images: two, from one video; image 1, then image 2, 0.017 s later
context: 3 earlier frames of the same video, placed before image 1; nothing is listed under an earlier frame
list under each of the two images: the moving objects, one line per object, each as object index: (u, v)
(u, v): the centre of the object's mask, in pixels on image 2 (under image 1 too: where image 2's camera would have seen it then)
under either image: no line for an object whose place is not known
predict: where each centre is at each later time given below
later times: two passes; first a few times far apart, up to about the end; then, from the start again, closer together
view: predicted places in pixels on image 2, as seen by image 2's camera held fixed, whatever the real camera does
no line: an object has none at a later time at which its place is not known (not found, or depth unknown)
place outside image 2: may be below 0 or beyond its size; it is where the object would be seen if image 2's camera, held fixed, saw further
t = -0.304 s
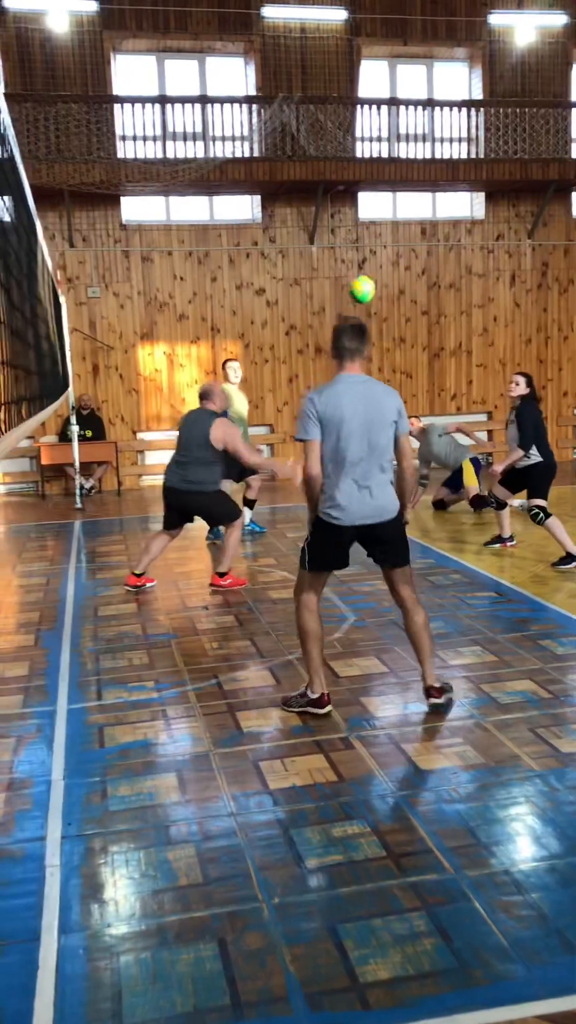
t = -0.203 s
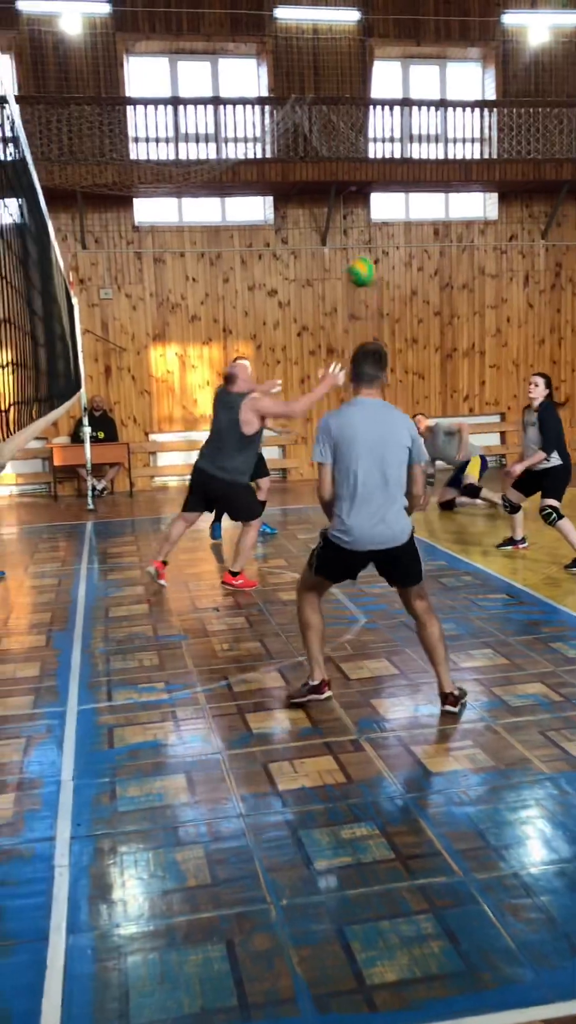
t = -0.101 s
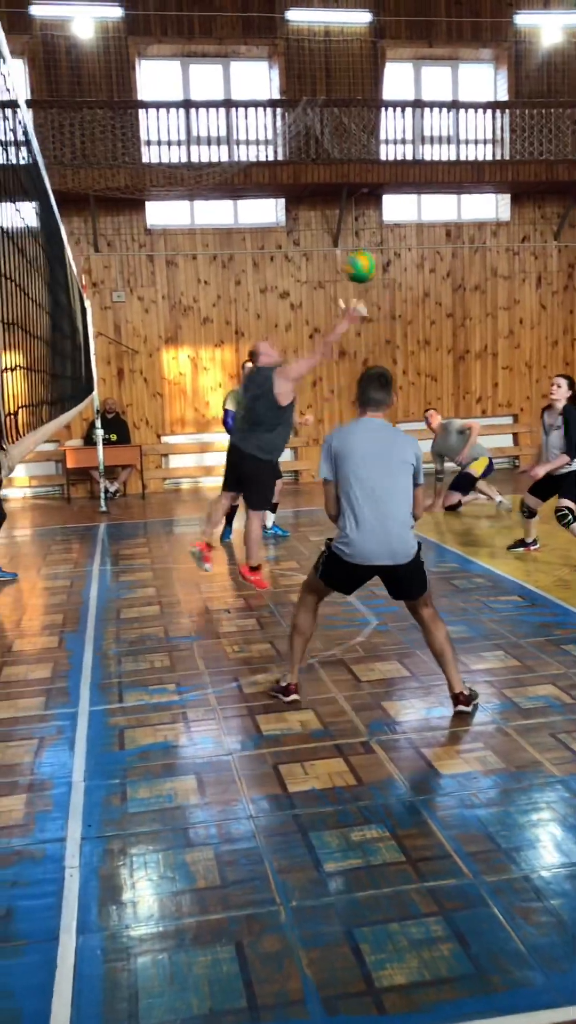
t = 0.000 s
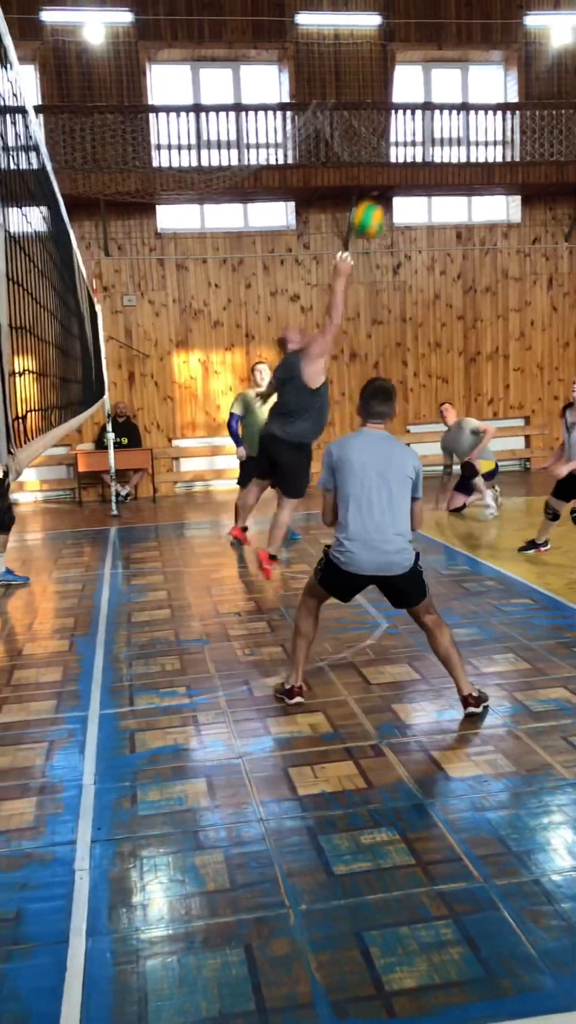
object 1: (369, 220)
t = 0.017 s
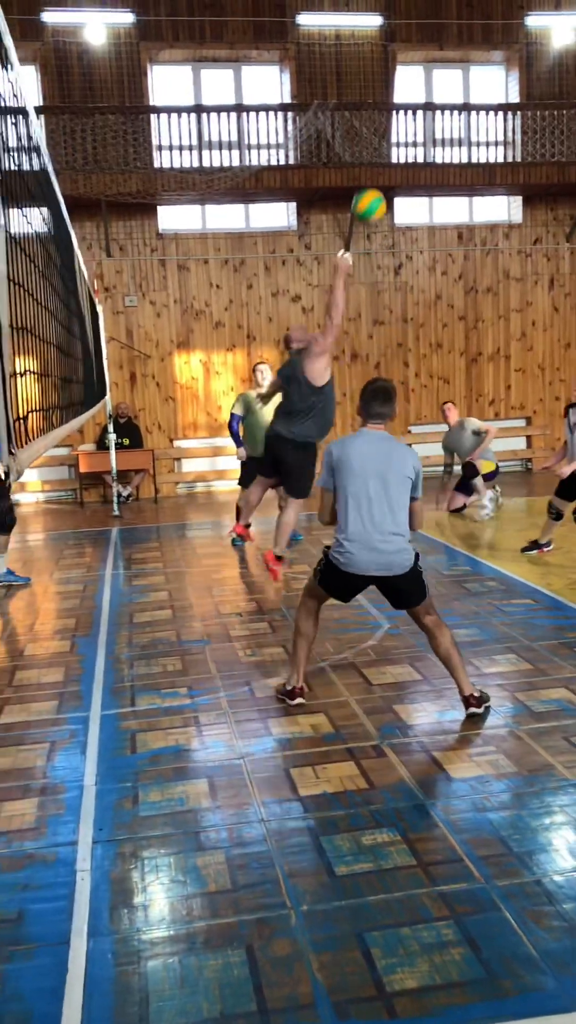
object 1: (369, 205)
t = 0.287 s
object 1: (383, 40)
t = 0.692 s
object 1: (424, 5)
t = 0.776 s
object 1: (437, 44)
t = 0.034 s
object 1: (370, 194)
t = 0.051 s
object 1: (371, 182)
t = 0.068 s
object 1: (371, 169)
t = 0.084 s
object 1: (372, 157)
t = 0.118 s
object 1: (373, 136)
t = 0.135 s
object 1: (374, 123)
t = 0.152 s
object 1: (374, 113)
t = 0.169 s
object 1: (375, 102)
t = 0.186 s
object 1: (376, 92)
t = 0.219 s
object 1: (378, 72)
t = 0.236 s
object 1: (379, 63)
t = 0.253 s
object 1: (380, 55)
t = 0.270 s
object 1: (382, 48)
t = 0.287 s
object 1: (383, 40)
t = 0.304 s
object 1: (384, 31)
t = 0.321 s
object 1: (385, 24)
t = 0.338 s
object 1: (386, 18)
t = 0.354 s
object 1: (387, 12)
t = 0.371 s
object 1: (388, 6)
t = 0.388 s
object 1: (390, 0)
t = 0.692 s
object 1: (424, 5)
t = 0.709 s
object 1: (426, 11)
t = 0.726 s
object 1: (429, 18)
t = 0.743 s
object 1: (432, 26)
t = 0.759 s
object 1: (435, 35)
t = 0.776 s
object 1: (437, 44)
